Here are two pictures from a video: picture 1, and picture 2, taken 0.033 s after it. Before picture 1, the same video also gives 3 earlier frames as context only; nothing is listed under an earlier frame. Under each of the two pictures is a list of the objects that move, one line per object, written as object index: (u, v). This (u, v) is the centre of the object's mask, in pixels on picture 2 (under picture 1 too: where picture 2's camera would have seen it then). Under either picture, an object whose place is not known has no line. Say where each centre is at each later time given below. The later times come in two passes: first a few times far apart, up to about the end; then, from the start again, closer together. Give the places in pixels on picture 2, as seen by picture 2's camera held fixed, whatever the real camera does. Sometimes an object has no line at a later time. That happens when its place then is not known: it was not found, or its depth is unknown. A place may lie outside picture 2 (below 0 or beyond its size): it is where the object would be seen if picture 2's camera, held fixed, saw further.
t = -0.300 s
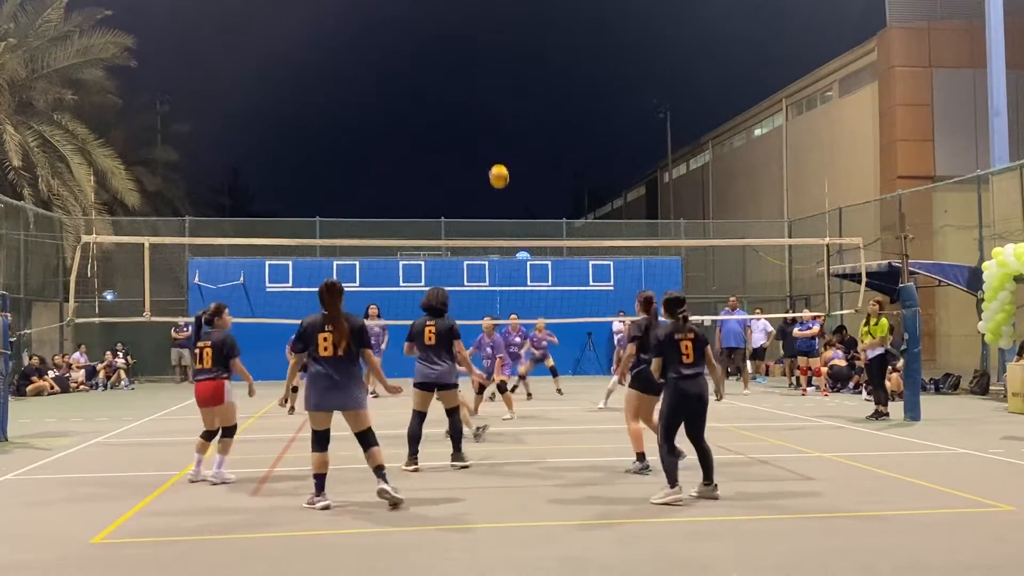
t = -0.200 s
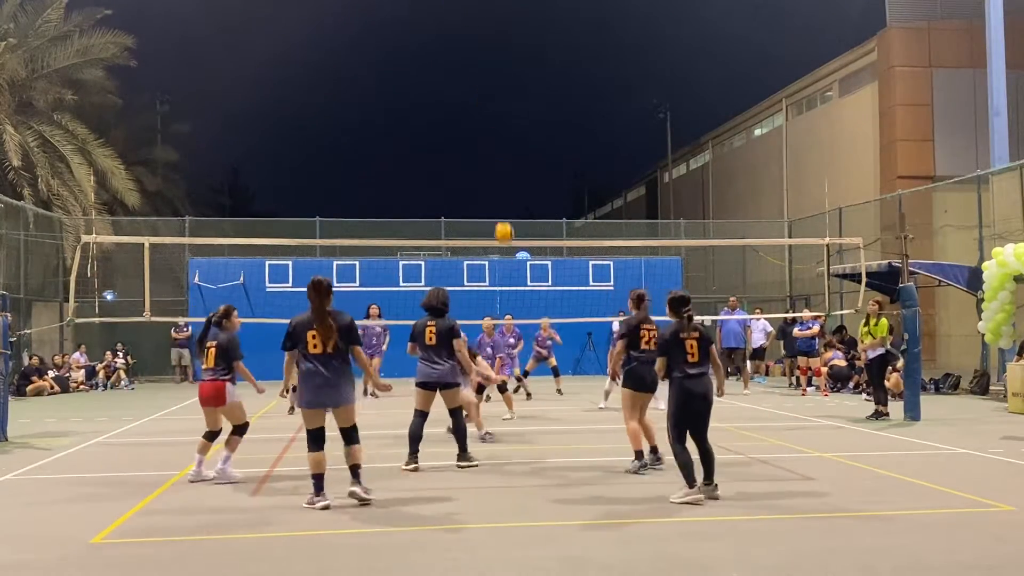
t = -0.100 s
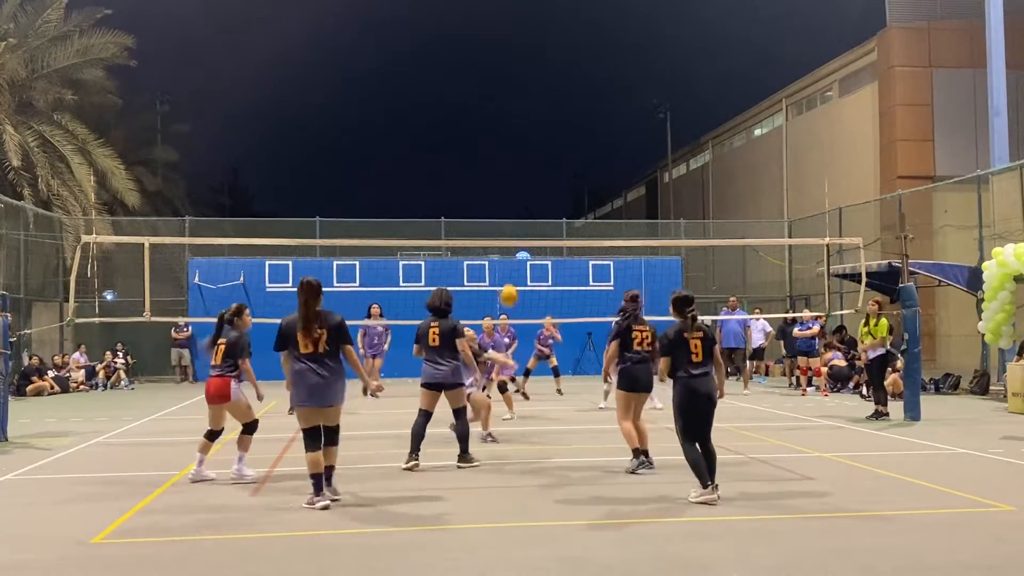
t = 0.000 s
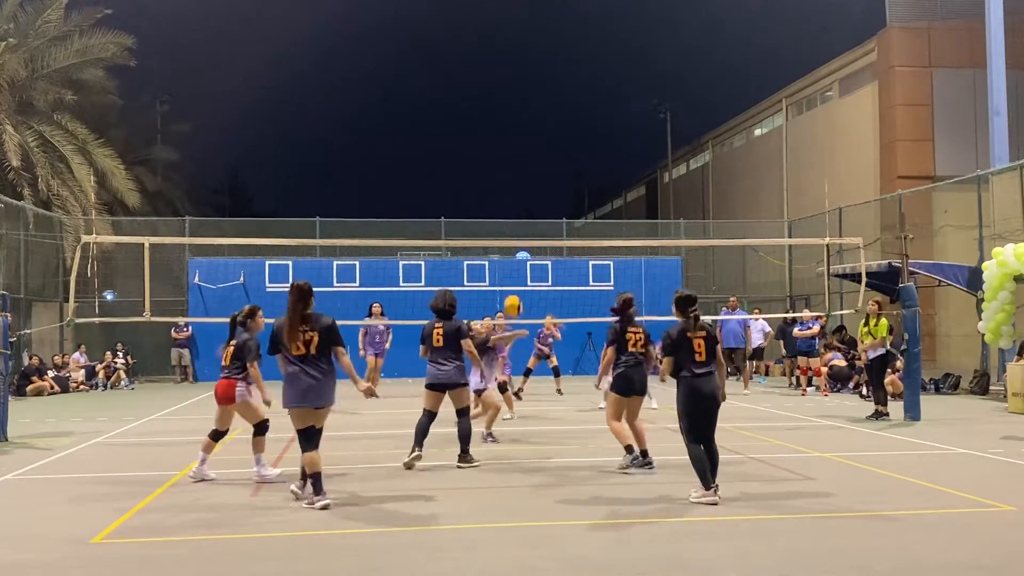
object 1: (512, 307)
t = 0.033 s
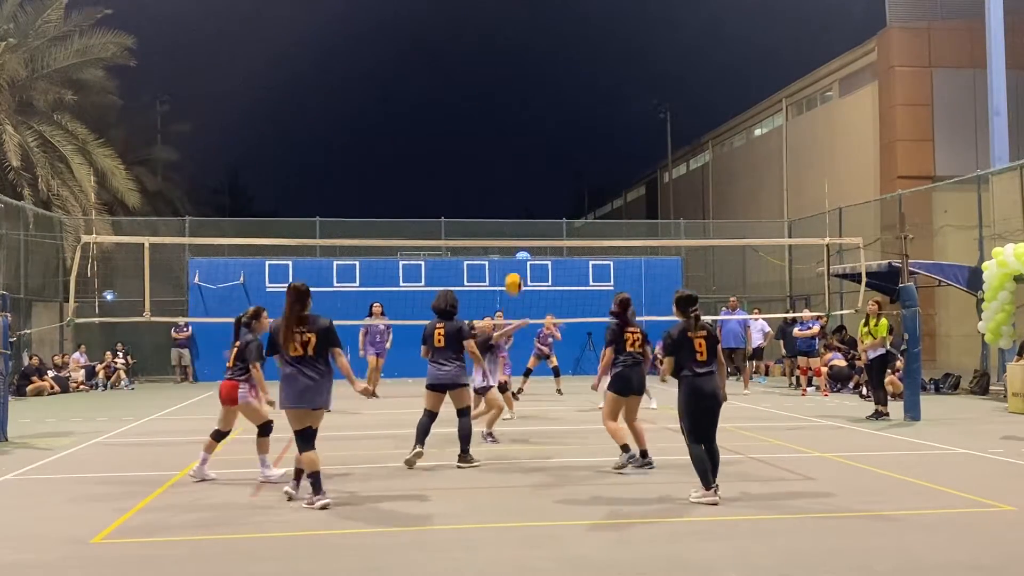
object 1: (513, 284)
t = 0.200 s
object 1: (519, 189)
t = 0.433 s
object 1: (525, 98)
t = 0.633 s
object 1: (531, 60)
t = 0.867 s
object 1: (538, 62)
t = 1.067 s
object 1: (544, 103)
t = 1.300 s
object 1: (550, 197)
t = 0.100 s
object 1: (515, 242)
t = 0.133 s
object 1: (517, 223)
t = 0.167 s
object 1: (518, 206)
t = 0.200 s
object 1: (519, 189)
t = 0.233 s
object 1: (520, 173)
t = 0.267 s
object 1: (521, 158)
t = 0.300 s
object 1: (522, 144)
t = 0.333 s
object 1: (522, 131)
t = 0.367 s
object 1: (523, 119)
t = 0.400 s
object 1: (524, 108)
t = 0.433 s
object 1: (525, 98)
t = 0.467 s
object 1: (526, 89)
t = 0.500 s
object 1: (527, 81)
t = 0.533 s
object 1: (528, 74)
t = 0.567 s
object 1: (529, 69)
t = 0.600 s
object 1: (530, 63)
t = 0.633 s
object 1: (531, 60)
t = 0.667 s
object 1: (532, 57)
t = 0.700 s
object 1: (533, 55)
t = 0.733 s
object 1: (534, 55)
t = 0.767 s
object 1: (535, 55)
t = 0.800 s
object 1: (536, 56)
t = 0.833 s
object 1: (537, 58)
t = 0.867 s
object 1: (538, 62)
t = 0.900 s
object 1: (538, 66)
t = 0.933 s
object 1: (540, 72)
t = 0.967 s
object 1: (541, 78)
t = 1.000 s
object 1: (542, 85)
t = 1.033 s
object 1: (543, 94)
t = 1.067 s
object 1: (544, 103)
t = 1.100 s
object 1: (545, 114)
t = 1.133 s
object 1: (546, 125)
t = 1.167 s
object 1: (547, 137)
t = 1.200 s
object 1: (548, 151)
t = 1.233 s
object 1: (549, 165)
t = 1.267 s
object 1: (549, 180)
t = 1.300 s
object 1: (550, 197)
